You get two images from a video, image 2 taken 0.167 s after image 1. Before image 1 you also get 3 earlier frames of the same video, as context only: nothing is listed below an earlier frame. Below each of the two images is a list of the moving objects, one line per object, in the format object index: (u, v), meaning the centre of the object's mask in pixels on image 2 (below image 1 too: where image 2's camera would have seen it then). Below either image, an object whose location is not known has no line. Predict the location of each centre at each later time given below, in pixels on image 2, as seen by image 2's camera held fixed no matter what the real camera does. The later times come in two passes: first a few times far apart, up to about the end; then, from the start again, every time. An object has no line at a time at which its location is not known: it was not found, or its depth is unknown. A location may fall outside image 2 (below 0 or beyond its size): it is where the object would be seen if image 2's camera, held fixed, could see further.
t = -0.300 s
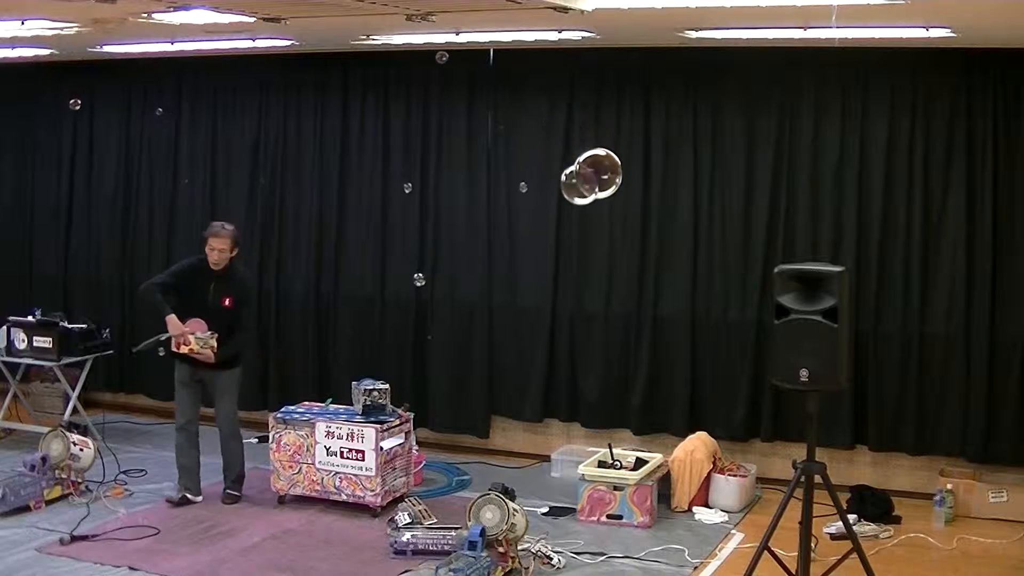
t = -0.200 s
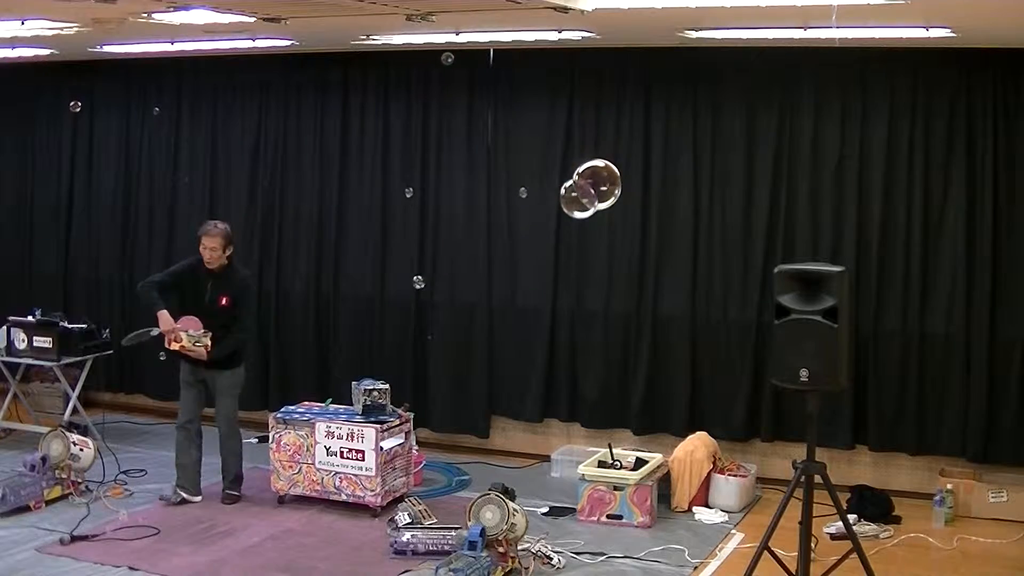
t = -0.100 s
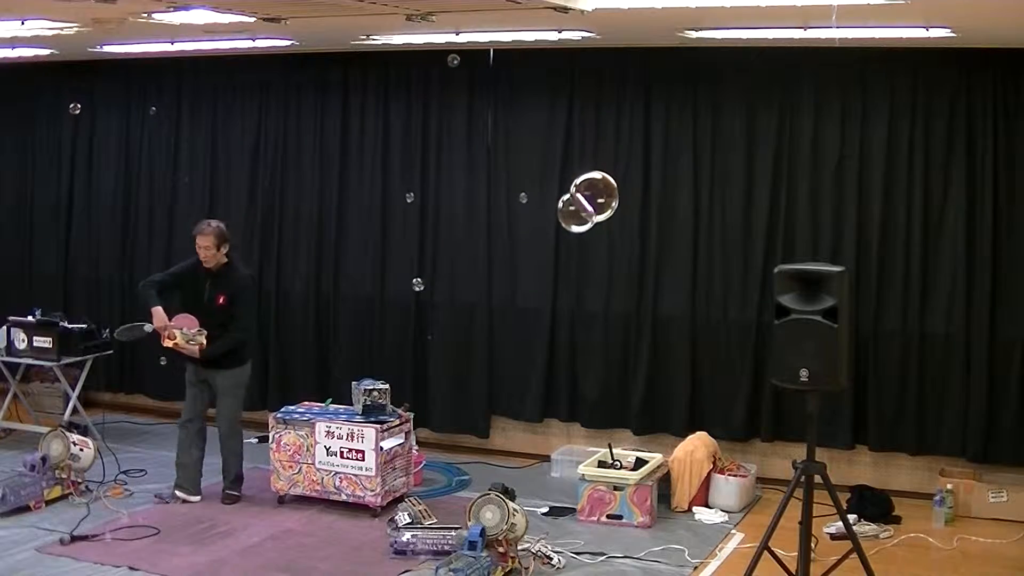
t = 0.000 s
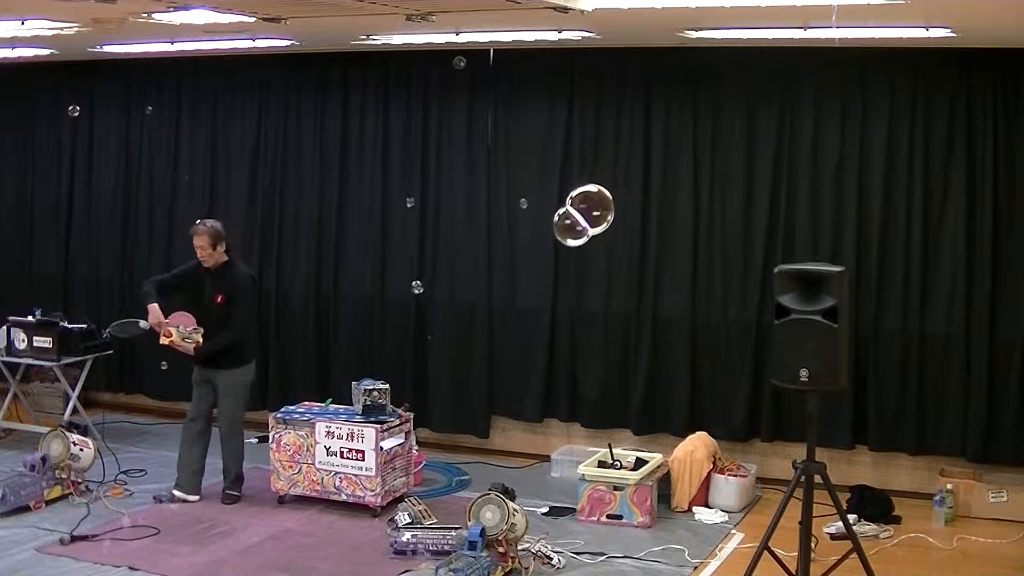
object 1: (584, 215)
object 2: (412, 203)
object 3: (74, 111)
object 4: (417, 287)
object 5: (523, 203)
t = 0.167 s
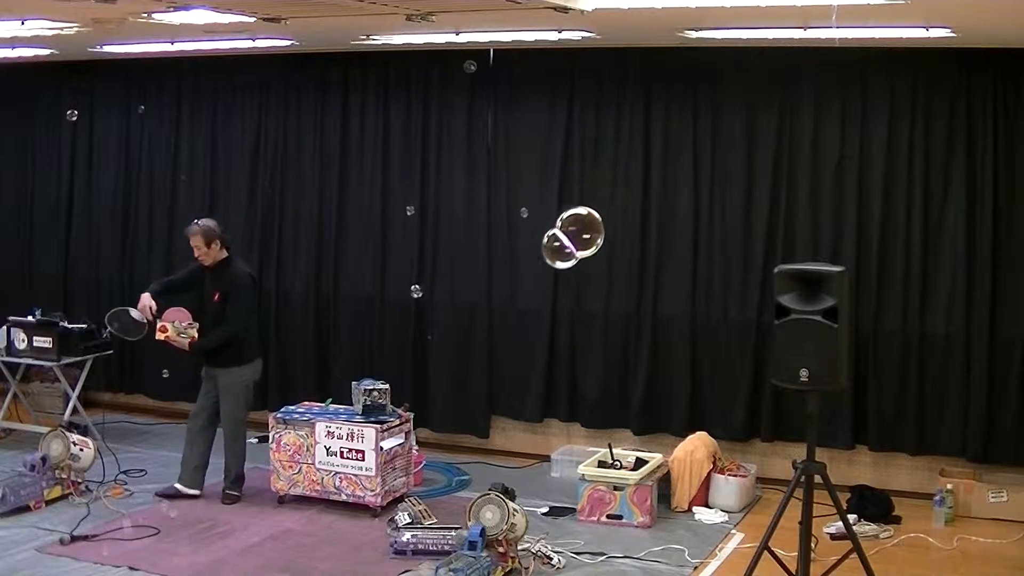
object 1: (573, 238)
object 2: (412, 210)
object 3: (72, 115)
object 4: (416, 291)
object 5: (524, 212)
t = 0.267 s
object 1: (565, 251)
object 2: (411, 214)
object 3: (71, 118)
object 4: (415, 294)
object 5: (524, 218)
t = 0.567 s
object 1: (538, 290)
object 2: (408, 229)
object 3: (73, 127)
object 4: (413, 302)
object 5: (527, 235)
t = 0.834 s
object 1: (511, 324)
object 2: (405, 243)
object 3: (74, 136)
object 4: (411, 309)
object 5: (530, 250)
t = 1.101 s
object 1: (482, 358)
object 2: (404, 258)
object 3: (72, 145)
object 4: (408, 316)
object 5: (533, 265)
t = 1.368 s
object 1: (452, 389)
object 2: (403, 273)
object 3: (70, 154)
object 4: (403, 323)
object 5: (536, 281)
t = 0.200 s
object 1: (571, 242)
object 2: (411, 211)
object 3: (72, 116)
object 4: (416, 292)
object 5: (524, 214)
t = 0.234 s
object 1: (568, 246)
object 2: (411, 213)
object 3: (72, 117)
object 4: (416, 293)
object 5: (524, 216)
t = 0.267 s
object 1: (565, 251)
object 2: (411, 214)
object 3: (71, 118)
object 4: (415, 294)
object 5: (524, 218)
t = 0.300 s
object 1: (563, 255)
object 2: (410, 216)
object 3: (71, 119)
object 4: (415, 295)
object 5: (525, 220)
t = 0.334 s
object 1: (560, 260)
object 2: (410, 218)
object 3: (71, 120)
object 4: (415, 295)
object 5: (525, 222)
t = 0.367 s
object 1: (557, 264)
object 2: (410, 219)
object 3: (72, 121)
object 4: (415, 297)
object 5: (525, 224)
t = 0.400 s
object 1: (554, 269)
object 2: (410, 221)
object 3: (72, 122)
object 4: (414, 297)
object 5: (525, 226)
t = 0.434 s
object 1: (551, 273)
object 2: (409, 222)
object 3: (72, 123)
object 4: (414, 298)
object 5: (526, 228)
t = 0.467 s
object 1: (547, 277)
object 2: (409, 225)
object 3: (72, 124)
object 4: (414, 299)
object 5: (526, 230)
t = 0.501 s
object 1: (544, 281)
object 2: (409, 226)
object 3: (73, 125)
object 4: (413, 300)
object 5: (526, 231)
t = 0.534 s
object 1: (541, 286)
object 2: (409, 228)
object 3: (73, 126)
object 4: (413, 301)
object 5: (527, 233)
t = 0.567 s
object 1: (538, 290)
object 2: (408, 229)
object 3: (73, 127)
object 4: (413, 302)
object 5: (527, 235)
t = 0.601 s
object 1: (534, 294)
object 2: (407, 231)
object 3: (74, 128)
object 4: (413, 303)
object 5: (528, 237)
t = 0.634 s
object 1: (531, 299)
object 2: (407, 232)
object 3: (74, 129)
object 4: (413, 304)
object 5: (528, 239)
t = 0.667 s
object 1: (528, 303)
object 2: (406, 234)
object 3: (74, 130)
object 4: (412, 305)
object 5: (528, 241)
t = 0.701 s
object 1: (524, 307)
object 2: (406, 236)
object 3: (74, 131)
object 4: (412, 306)
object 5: (529, 243)
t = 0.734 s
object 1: (521, 311)
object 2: (406, 238)
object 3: (74, 132)
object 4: (412, 307)
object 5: (529, 245)
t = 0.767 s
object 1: (517, 316)
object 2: (406, 239)
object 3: (74, 133)
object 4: (411, 307)
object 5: (529, 246)
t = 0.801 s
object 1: (514, 320)
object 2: (405, 241)
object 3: (74, 135)
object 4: (411, 309)
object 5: (530, 248)
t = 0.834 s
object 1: (511, 324)
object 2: (405, 243)
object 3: (74, 136)
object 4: (411, 309)
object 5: (530, 250)
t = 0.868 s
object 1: (507, 328)
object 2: (405, 245)
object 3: (73, 137)
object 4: (410, 310)
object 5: (531, 252)
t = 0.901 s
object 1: (504, 333)
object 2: (405, 246)
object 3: (74, 138)
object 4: (410, 311)
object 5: (531, 254)
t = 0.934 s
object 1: (500, 337)
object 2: (405, 249)
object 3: (73, 139)
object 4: (410, 312)
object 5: (531, 256)
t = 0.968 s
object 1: (497, 341)
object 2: (405, 251)
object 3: (73, 140)
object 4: (410, 313)
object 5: (531, 257)
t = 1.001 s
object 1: (493, 345)
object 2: (405, 252)
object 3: (72, 141)
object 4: (409, 314)
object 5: (532, 259)
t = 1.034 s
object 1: (489, 349)
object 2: (405, 254)
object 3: (72, 142)
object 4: (409, 315)
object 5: (533, 261)
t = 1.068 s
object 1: (486, 354)
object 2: (404, 256)
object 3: (72, 144)
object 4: (408, 315)
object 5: (533, 263)
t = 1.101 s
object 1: (482, 358)
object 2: (404, 258)
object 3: (72, 145)
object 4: (408, 316)
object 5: (533, 265)
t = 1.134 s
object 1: (478, 362)
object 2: (404, 260)
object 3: (71, 146)
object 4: (407, 317)
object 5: (534, 267)
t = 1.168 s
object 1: (475, 366)
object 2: (404, 262)
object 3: (71, 147)
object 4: (407, 318)
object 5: (534, 269)
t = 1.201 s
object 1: (471, 370)
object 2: (403, 264)
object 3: (70, 148)
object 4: (407, 319)
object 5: (534, 271)
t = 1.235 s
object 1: (467, 374)
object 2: (403, 266)
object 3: (70, 149)
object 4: (406, 319)
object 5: (534, 273)
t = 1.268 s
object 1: (463, 378)
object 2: (403, 267)
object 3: (70, 150)
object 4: (406, 320)
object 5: (534, 275)
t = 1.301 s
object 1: (460, 381)
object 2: (403, 270)
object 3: (70, 151)
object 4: (405, 321)
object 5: (535, 277)
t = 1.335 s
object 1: (456, 385)
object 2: (403, 271)
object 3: (70, 152)
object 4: (405, 322)
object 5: (535, 279)
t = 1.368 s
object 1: (452, 389)
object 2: (403, 273)
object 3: (70, 154)
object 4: (403, 323)
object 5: (536, 281)
